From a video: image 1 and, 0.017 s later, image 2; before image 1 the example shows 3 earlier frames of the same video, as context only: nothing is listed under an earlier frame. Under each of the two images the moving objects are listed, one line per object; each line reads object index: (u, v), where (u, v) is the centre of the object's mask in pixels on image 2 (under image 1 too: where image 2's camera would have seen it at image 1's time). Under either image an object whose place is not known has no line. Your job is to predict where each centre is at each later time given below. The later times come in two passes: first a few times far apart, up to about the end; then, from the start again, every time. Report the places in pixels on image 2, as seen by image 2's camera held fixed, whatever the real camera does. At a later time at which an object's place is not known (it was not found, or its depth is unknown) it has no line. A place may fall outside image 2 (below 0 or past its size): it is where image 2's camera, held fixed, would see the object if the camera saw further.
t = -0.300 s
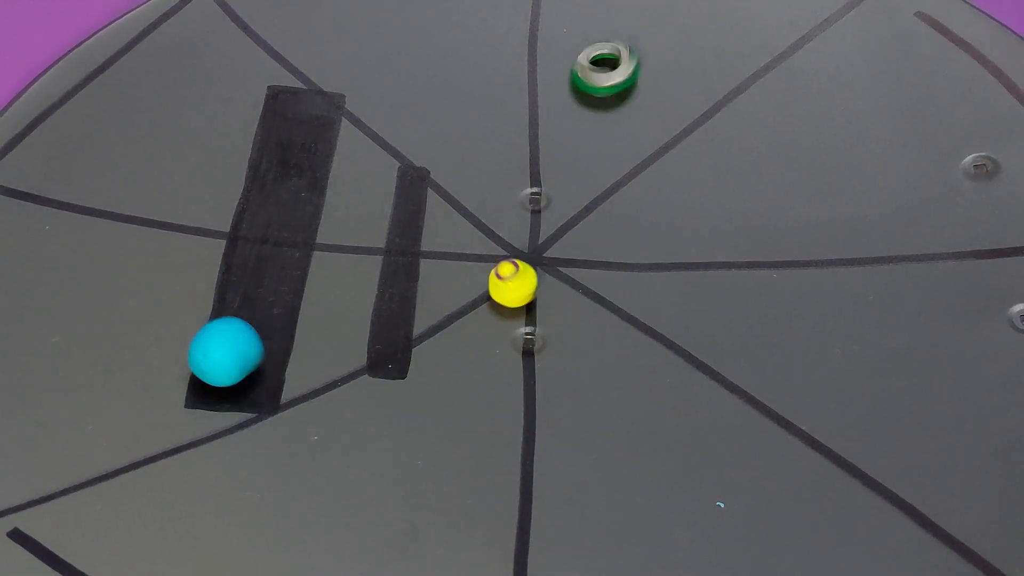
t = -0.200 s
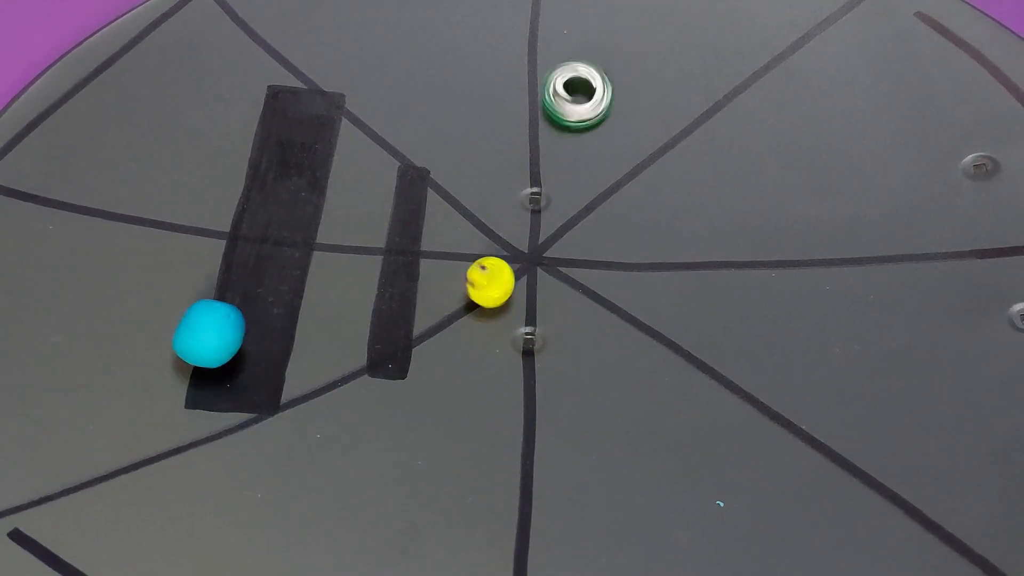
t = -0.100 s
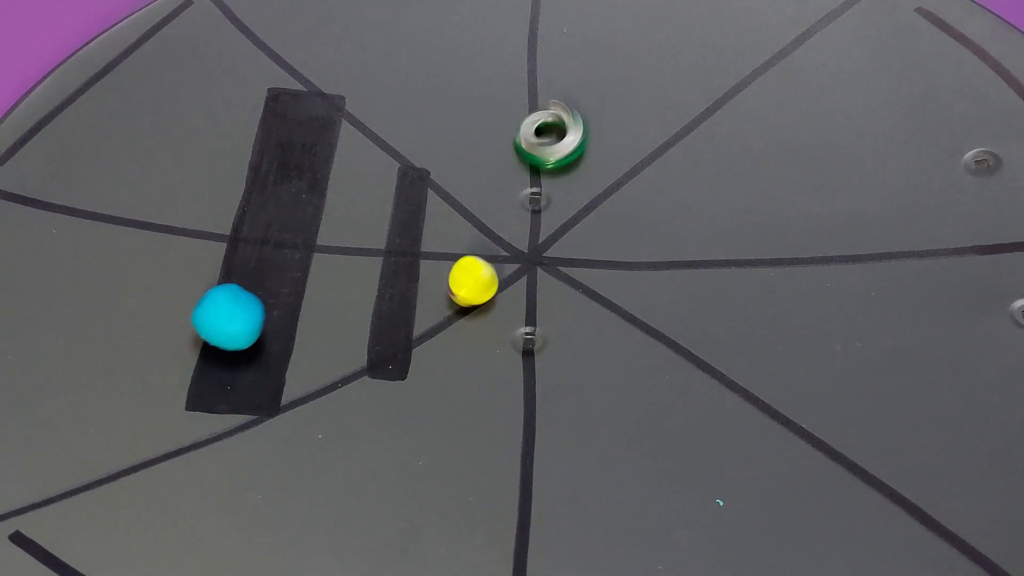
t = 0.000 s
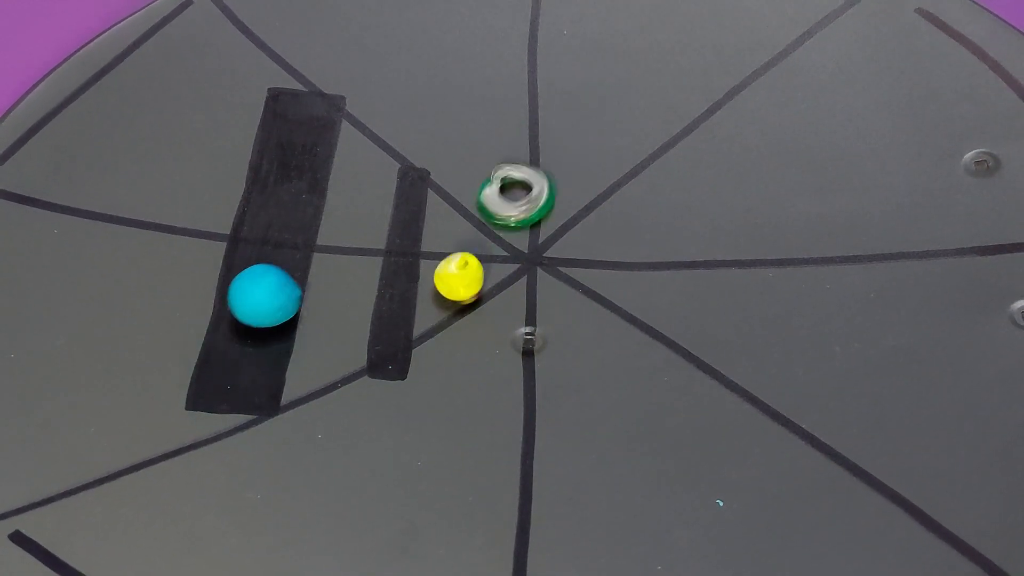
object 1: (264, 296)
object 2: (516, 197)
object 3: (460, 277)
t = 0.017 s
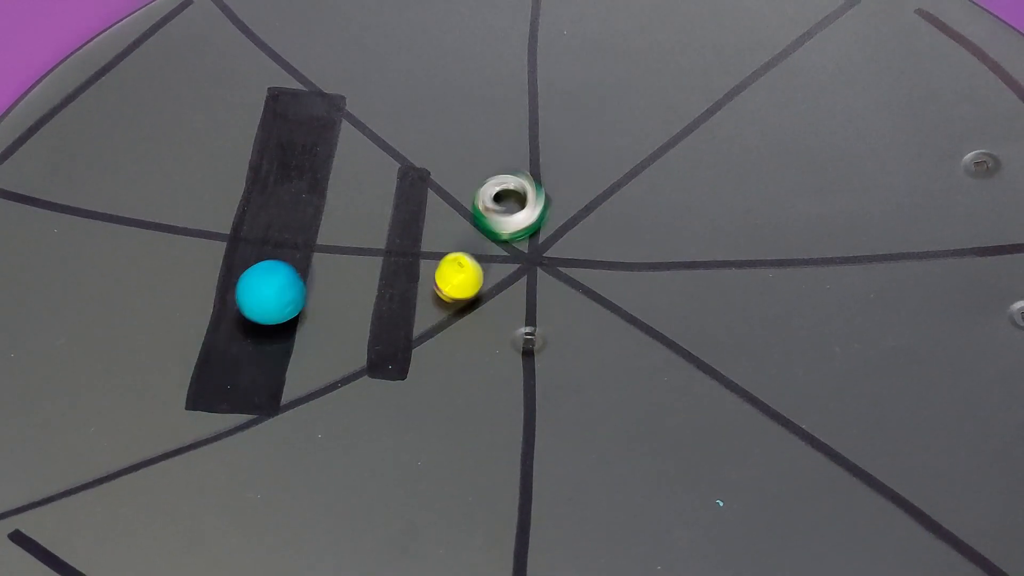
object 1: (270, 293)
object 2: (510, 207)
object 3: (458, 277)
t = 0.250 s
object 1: (388, 266)
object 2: (502, 312)
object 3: (200, 399)
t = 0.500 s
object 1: (530, 254)
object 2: (530, 369)
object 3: (63, 488)
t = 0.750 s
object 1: (642, 265)
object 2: (555, 343)
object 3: (212, 403)
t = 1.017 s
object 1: (648, 278)
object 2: (563, 283)
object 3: (435, 264)
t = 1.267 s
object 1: (624, 275)
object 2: (559, 269)
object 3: (574, 173)
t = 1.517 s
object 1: (626, 275)
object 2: (560, 269)
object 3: (616, 169)
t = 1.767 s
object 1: (626, 275)
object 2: (560, 269)
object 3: (606, 201)
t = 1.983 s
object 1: (626, 275)
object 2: (560, 269)
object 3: (593, 218)
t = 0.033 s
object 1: (277, 289)
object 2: (503, 216)
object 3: (457, 276)
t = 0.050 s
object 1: (284, 285)
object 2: (497, 228)
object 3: (455, 274)
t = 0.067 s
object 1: (290, 283)
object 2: (494, 236)
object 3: (455, 272)
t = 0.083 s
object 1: (297, 280)
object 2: (490, 246)
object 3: (444, 274)
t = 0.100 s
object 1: (304, 278)
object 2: (488, 254)
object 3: (420, 278)
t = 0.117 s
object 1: (312, 276)
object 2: (489, 262)
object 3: (394, 285)
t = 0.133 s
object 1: (319, 275)
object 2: (491, 267)
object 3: (372, 296)
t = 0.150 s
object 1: (326, 270)
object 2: (491, 276)
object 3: (345, 312)
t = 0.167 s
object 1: (338, 273)
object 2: (492, 280)
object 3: (318, 330)
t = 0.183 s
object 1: (348, 271)
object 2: (495, 289)
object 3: (291, 354)
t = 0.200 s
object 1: (357, 269)
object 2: (496, 294)
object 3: (269, 372)
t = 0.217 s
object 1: (367, 267)
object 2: (499, 301)
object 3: (246, 378)
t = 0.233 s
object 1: (377, 266)
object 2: (499, 307)
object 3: (223, 386)
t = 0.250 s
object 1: (388, 266)
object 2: (502, 312)
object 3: (200, 399)
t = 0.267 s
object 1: (397, 265)
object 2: (503, 320)
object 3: (180, 413)
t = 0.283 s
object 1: (406, 264)
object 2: (505, 324)
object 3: (163, 429)
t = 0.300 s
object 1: (416, 263)
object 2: (508, 331)
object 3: (144, 435)
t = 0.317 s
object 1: (426, 262)
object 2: (508, 336)
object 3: (126, 444)
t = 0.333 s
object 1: (437, 261)
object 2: (511, 340)
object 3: (111, 456)
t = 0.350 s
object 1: (447, 261)
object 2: (513, 345)
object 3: (101, 460)
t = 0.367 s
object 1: (458, 259)
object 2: (515, 348)
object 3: (89, 469)
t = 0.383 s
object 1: (467, 258)
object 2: (517, 353)
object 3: (80, 475)
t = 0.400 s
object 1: (476, 256)
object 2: (518, 356)
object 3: (72, 478)
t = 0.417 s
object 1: (486, 255)
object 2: (521, 358)
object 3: (66, 481)
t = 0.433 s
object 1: (494, 253)
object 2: (523, 361)
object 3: (64, 485)
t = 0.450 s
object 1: (504, 253)
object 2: (524, 365)
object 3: (63, 487)
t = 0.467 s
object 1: (513, 253)
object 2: (526, 365)
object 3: (60, 488)
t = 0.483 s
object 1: (521, 253)
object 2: (529, 367)
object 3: (60, 489)
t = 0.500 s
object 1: (530, 254)
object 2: (530, 369)
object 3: (63, 488)
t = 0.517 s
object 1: (539, 254)
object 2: (532, 369)
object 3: (67, 487)
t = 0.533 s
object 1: (548, 253)
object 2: (534, 369)
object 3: (74, 484)
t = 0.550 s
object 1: (557, 253)
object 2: (536, 369)
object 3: (79, 483)
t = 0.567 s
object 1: (565, 253)
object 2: (537, 369)
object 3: (85, 479)
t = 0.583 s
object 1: (574, 254)
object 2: (540, 368)
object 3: (95, 475)
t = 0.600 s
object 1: (582, 255)
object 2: (542, 367)
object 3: (104, 468)
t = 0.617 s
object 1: (590, 256)
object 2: (544, 366)
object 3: (112, 463)
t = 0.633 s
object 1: (597, 257)
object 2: (545, 364)
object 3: (125, 459)
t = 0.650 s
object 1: (604, 258)
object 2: (547, 361)
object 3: (135, 452)
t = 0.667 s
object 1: (610, 259)
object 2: (549, 358)
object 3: (147, 445)
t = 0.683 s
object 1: (616, 260)
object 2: (551, 356)
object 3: (159, 436)
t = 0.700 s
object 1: (623, 261)
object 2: (551, 354)
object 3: (173, 429)
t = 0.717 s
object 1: (629, 262)
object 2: (553, 351)
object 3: (184, 421)
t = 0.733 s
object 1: (636, 264)
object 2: (554, 347)
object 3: (198, 413)
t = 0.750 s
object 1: (642, 265)
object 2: (555, 343)
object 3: (212, 403)
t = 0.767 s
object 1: (648, 266)
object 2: (557, 340)
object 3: (224, 395)
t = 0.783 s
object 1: (653, 267)
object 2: (557, 337)
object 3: (238, 386)
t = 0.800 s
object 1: (657, 268)
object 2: (558, 333)
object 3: (252, 379)
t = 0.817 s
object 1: (661, 268)
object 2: (558, 328)
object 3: (266, 371)
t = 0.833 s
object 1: (664, 269)
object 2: (559, 324)
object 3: (279, 362)
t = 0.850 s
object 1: (666, 270)
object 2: (560, 320)
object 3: (296, 352)
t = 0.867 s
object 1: (667, 271)
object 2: (562, 315)
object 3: (310, 343)
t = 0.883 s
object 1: (667, 272)
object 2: (563, 312)
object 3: (325, 335)
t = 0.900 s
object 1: (666, 273)
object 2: (564, 308)
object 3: (342, 326)
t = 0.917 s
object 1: (664, 274)
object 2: (564, 305)
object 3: (355, 318)
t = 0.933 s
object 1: (662, 276)
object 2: (564, 301)
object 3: (367, 308)
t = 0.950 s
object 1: (659, 276)
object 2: (564, 297)
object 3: (383, 298)
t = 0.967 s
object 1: (657, 277)
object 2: (564, 294)
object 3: (396, 289)
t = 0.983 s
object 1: (654, 278)
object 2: (564, 290)
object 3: (409, 281)
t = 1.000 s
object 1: (651, 278)
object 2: (563, 287)
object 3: (424, 271)
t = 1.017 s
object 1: (648, 278)
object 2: (563, 283)
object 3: (435, 264)
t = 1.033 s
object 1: (646, 278)
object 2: (563, 280)
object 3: (446, 255)
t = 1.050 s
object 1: (644, 278)
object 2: (563, 277)
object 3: (460, 247)
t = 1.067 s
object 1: (641, 278)
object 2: (562, 274)
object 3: (471, 238)
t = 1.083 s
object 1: (639, 278)
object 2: (562, 272)
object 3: (482, 231)
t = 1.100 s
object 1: (637, 277)
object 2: (562, 271)
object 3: (494, 224)
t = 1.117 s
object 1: (635, 277)
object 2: (562, 270)
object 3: (504, 218)
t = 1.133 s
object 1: (632, 277)
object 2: (561, 270)
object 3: (512, 211)
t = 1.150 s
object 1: (630, 276)
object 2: (561, 269)
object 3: (523, 204)
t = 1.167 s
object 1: (627, 275)
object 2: (560, 269)
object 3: (532, 199)
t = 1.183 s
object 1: (625, 274)
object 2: (560, 269)
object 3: (540, 194)
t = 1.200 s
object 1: (623, 274)
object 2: (559, 269)
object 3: (549, 188)
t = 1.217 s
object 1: (622, 274)
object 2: (559, 269)
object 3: (555, 184)
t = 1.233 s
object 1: (622, 274)
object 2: (559, 269)
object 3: (560, 180)
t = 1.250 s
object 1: (623, 275)
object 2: (559, 269)
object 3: (566, 176)
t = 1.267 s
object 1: (624, 275)
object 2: (559, 269)
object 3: (574, 173)
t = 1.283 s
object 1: (625, 276)
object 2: (560, 269)
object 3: (579, 169)
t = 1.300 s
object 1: (626, 276)
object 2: (560, 269)
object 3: (585, 167)
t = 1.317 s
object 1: (627, 276)
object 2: (560, 269)
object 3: (590, 165)
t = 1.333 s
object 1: (627, 276)
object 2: (560, 269)
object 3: (594, 164)
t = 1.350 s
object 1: (627, 276)
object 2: (560, 269)
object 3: (597, 163)
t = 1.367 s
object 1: (627, 276)
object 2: (560, 269)
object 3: (600, 161)
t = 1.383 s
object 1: (627, 276)
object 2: (560, 269)
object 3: (604, 161)
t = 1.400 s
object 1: (626, 275)
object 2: (560, 269)
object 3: (607, 161)
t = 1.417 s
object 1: (626, 275)
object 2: (560, 269)
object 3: (609, 162)
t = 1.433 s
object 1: (626, 275)
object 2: (560, 269)
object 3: (611, 162)
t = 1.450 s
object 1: (626, 275)
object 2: (560, 269)
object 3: (614, 163)
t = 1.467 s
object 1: (626, 275)
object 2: (560, 269)
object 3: (614, 165)
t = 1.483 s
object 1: (626, 275)
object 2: (560, 269)
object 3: (614, 165)
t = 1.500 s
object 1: (626, 275)
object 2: (560, 269)
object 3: (615, 166)
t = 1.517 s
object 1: (626, 275)
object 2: (560, 269)
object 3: (616, 169)
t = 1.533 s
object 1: (626, 275)
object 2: (560, 269)
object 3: (615, 170)
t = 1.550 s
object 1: (626, 275)
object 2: (560, 269)
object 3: (615, 171)
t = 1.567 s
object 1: (626, 275)
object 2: (560, 269)
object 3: (614, 173)
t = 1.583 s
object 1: (626, 275)
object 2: (560, 269)
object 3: (615, 175)
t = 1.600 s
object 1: (626, 275)
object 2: (560, 269)
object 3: (614, 178)
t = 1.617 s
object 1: (626, 275)
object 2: (560, 269)
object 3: (612, 181)
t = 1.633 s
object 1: (626, 275)
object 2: (560, 269)
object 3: (610, 183)
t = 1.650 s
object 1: (626, 275)
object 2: (560, 269)
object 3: (610, 185)
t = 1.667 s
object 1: (626, 275)
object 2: (560, 269)
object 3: (611, 187)
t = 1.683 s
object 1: (626, 275)
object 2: (560, 269)
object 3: (610, 190)
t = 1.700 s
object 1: (626, 275)
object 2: (560, 269)
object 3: (609, 191)
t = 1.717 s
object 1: (626, 275)
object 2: (560, 269)
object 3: (608, 194)
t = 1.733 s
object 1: (626, 275)
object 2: (560, 269)
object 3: (608, 195)
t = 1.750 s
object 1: (626, 275)
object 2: (560, 269)
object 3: (608, 198)
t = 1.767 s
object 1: (626, 275)
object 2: (560, 269)
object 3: (606, 201)
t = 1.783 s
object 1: (626, 275)
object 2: (560, 269)
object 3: (604, 203)
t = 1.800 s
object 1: (626, 275)
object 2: (560, 269)
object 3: (602, 204)
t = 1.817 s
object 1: (626, 275)
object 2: (560, 269)
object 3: (600, 206)
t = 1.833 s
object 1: (626, 275)
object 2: (560, 269)
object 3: (600, 208)
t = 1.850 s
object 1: (626, 275)
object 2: (560, 269)
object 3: (598, 211)
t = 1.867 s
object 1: (626, 275)
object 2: (560, 269)
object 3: (596, 214)
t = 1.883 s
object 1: (626, 275)
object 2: (560, 269)
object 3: (594, 216)
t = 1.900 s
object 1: (626, 275)
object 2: (560, 269)
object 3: (592, 218)
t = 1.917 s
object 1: (626, 275)
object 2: (560, 269)
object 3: (590, 219)
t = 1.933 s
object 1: (626, 275)
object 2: (559, 269)
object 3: (592, 218)
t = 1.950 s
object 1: (626, 275)
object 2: (559, 269)
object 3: (592, 218)
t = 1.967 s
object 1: (626, 275)
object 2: (559, 269)
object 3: (593, 218)
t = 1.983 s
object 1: (626, 275)
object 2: (560, 269)
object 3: (593, 218)
